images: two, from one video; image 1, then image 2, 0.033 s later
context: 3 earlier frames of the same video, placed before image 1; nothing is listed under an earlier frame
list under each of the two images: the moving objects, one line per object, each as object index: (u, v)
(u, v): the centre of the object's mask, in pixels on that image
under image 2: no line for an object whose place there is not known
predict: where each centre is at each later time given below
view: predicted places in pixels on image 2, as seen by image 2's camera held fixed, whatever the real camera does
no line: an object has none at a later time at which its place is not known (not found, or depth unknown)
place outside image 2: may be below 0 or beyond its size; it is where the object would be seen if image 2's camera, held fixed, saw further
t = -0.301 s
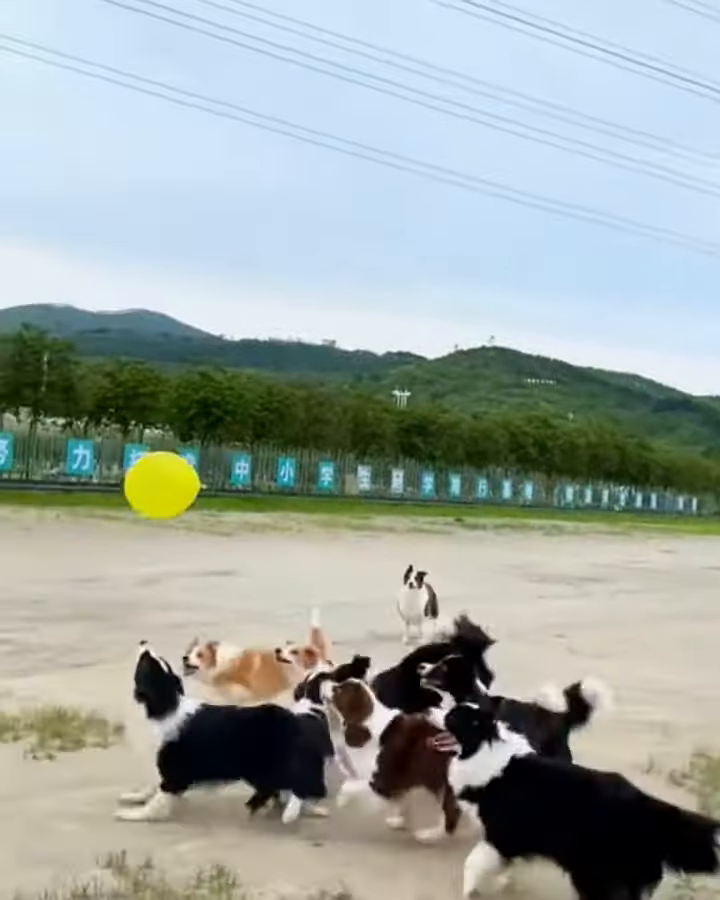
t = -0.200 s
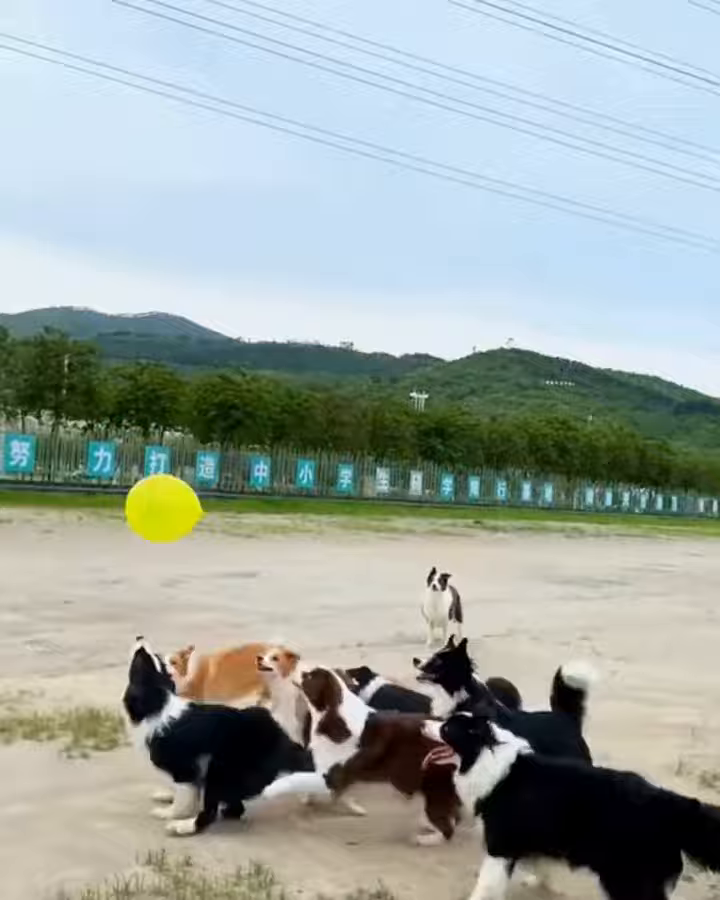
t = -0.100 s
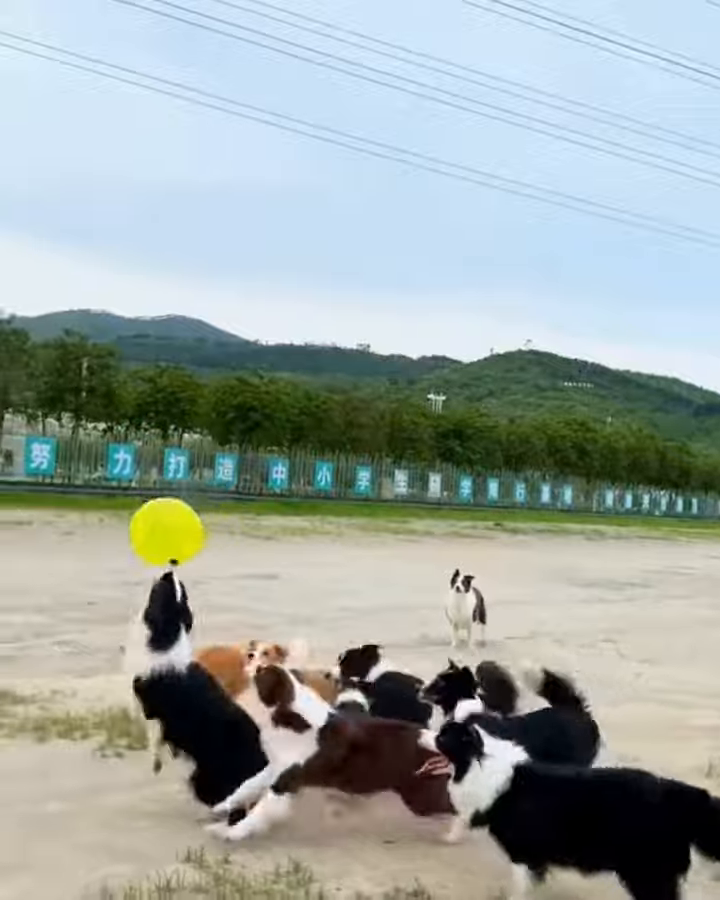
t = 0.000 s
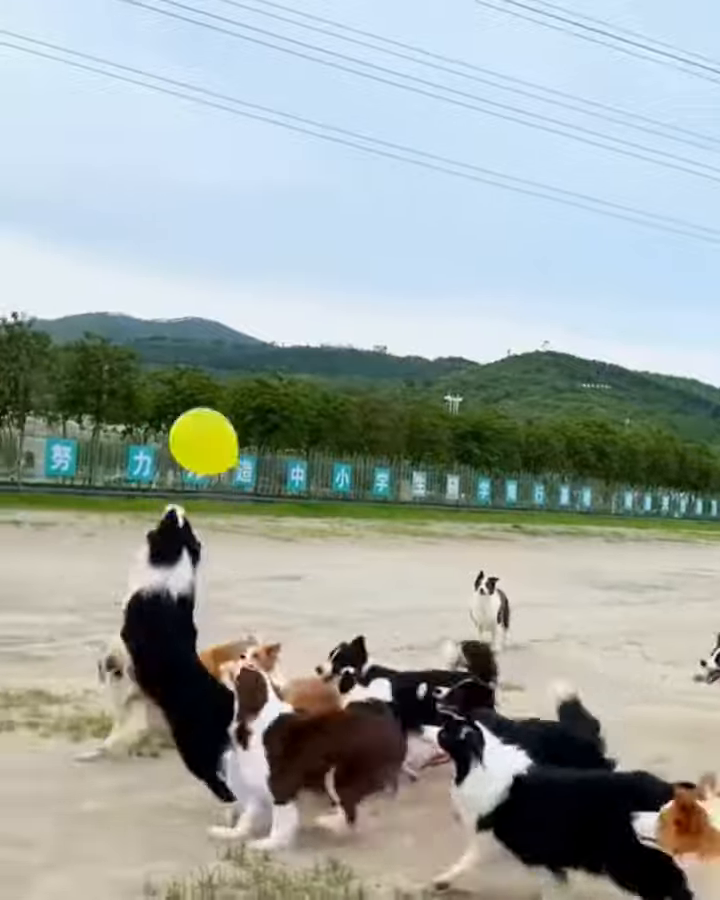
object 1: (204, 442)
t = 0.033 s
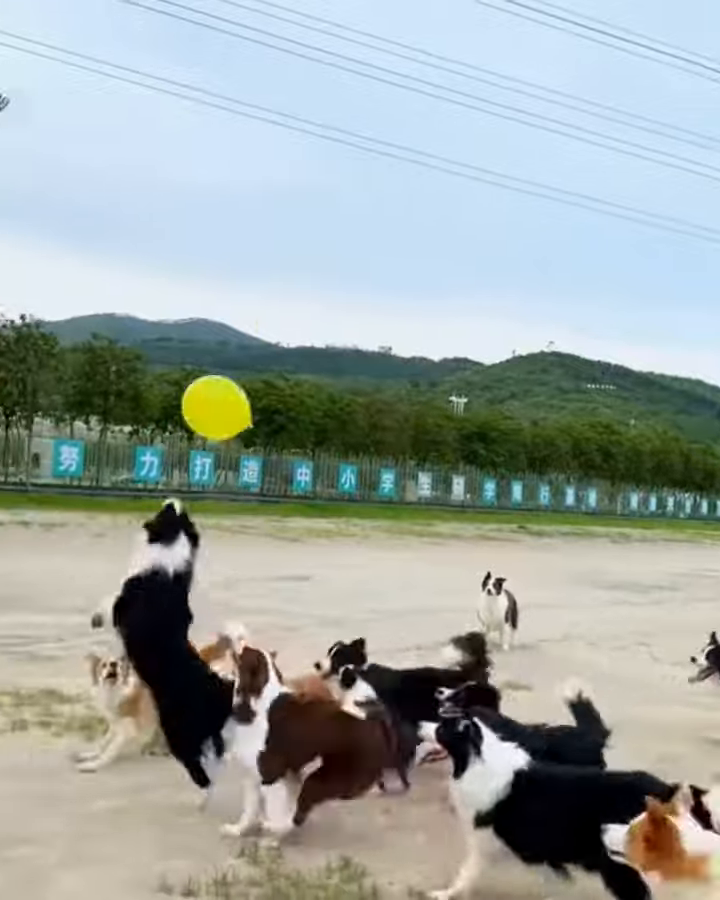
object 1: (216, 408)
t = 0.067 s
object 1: (214, 375)
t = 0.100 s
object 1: (213, 349)
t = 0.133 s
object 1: (210, 325)
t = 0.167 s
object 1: (205, 305)
